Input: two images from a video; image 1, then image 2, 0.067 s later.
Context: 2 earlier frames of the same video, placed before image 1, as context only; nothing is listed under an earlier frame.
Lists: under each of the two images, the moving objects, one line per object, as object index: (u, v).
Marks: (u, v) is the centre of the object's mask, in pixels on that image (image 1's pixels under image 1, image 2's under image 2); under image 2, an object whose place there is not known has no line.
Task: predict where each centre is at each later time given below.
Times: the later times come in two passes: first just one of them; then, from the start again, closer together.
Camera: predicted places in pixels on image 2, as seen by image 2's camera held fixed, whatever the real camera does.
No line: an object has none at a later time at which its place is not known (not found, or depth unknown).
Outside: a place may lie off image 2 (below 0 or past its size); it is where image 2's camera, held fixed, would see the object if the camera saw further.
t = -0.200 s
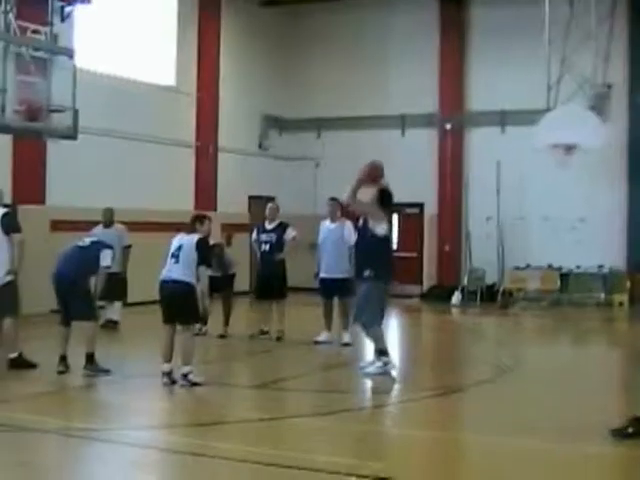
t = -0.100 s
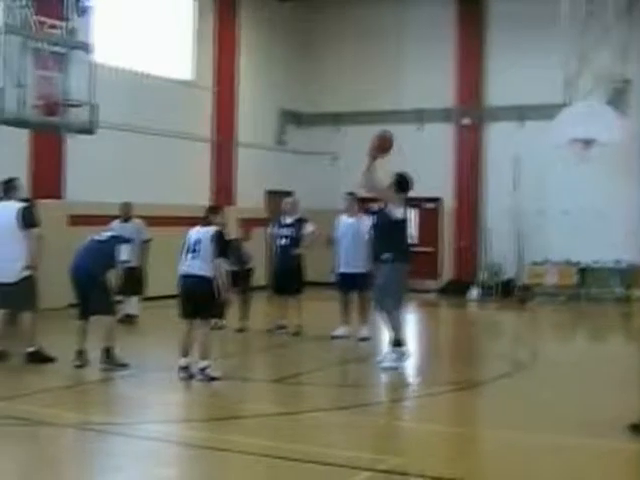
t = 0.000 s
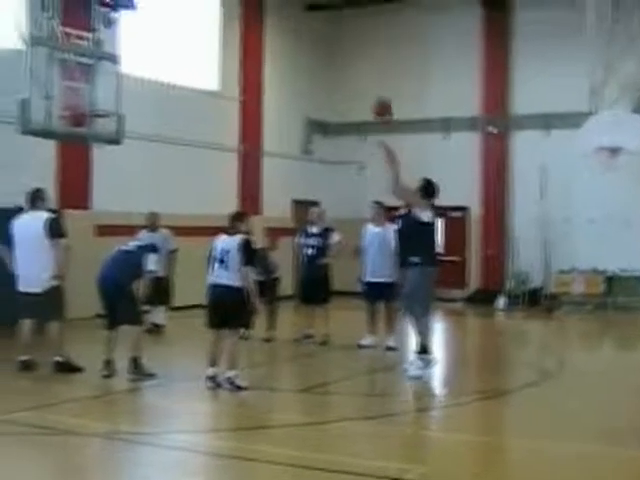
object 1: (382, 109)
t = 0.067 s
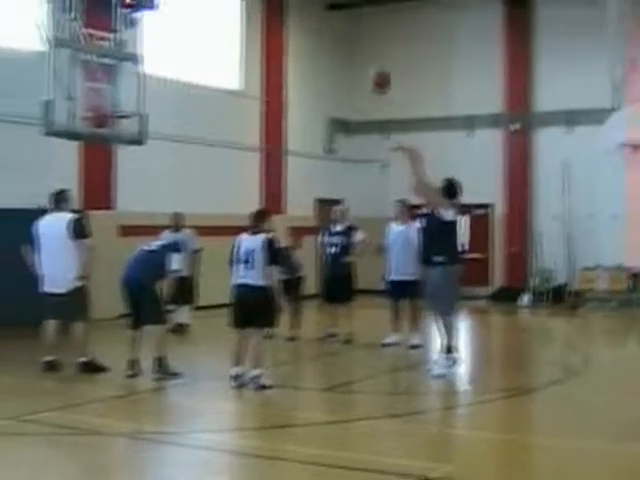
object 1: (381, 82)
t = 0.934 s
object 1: (132, 94)
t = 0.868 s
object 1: (149, 74)
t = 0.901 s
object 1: (140, 84)
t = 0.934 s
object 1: (132, 94)
